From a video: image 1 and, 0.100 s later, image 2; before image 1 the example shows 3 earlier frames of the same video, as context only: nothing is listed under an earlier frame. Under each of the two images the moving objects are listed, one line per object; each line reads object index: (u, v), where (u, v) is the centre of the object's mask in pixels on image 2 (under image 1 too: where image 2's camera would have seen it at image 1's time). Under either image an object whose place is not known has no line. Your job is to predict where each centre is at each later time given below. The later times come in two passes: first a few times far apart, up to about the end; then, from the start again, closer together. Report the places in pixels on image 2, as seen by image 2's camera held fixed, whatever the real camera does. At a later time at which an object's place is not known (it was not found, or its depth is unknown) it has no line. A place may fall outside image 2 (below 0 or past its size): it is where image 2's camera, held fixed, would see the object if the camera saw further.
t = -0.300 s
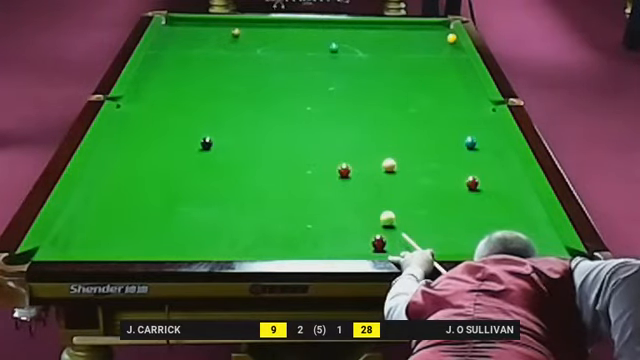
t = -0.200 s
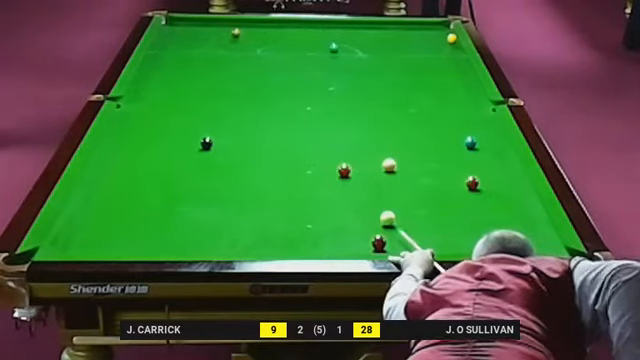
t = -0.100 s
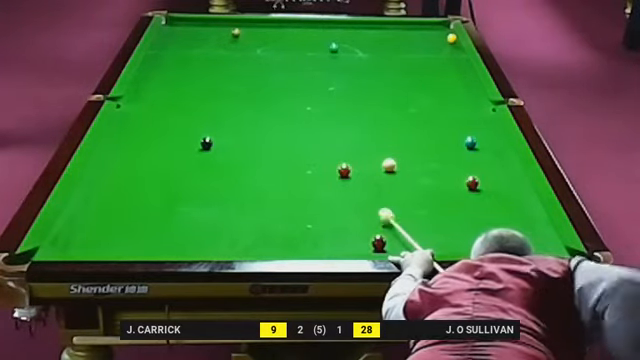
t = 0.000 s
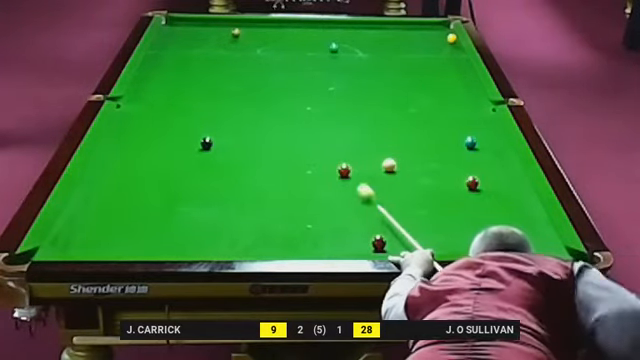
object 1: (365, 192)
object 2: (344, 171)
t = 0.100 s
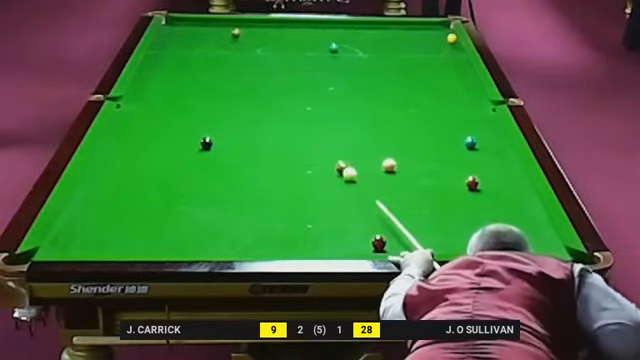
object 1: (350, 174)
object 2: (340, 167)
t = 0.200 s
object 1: (353, 172)
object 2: (323, 153)
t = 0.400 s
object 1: (354, 163)
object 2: (297, 131)
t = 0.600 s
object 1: (354, 156)
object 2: (275, 113)
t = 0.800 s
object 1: (355, 149)
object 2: (256, 97)
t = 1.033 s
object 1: (355, 141)
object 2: (235, 79)
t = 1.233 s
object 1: (355, 135)
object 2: (219, 67)
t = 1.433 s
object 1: (355, 129)
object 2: (204, 54)
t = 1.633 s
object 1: (355, 124)
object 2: (191, 43)
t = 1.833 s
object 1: (355, 120)
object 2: (179, 32)
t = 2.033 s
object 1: (355, 115)
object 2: (167, 24)
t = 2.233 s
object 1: (355, 111)
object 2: (171, 20)
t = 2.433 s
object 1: (355, 108)
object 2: (167, 25)
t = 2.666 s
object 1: (354, 104)
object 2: (168, 30)
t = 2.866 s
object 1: (354, 101)
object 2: (168, 33)
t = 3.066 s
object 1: (354, 98)
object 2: (170, 39)
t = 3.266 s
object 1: (353, 96)
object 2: (171, 43)
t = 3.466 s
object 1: (353, 94)
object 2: (172, 47)
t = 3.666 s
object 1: (353, 92)
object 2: (173, 51)
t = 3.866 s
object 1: (353, 90)
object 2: (175, 55)
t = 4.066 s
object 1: (353, 88)
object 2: (176, 59)
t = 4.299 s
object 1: (353, 87)
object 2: (177, 64)
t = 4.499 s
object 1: (353, 86)
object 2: (179, 67)
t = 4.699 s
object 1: (352, 85)
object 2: (180, 71)
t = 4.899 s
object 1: (352, 85)
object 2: (181, 74)
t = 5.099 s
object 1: (352, 85)
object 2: (182, 78)
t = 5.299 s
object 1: (352, 85)
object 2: (183, 81)
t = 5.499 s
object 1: (353, 85)
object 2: (185, 84)
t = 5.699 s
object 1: (353, 84)
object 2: (186, 87)
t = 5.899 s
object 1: (352, 85)
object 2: (187, 89)
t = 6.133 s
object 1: (352, 84)
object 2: (188, 92)
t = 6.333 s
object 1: (353, 84)
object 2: (189, 94)
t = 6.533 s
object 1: (352, 85)
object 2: (190, 96)
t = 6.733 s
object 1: (352, 85)
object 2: (191, 97)
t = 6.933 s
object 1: (352, 85)
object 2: (192, 99)
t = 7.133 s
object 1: (352, 85)
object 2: (193, 100)
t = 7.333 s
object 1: (352, 85)
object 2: (194, 101)
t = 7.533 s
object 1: (352, 85)
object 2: (194, 102)
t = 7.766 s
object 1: (352, 85)
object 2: (195, 103)
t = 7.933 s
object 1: (352, 85)
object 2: (196, 103)
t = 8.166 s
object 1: (352, 84)
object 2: (196, 103)
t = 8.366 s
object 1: (352, 84)
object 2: (196, 103)
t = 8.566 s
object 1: (352, 84)
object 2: (196, 103)
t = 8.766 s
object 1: (352, 85)
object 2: (196, 103)
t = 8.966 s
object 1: (352, 85)
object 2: (196, 103)
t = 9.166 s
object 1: (352, 85)
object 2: (196, 103)
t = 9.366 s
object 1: (352, 85)
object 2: (196, 103)
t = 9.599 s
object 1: (352, 85)
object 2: (196, 103)
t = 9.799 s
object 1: (352, 85)
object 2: (196, 103)
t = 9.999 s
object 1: (352, 85)
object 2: (196, 103)
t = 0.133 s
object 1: (351, 173)
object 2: (335, 162)
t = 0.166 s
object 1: (352, 173)
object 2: (328, 157)
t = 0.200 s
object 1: (353, 172)
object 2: (323, 153)
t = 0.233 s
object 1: (353, 171)
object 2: (318, 149)
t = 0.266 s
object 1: (353, 169)
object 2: (313, 144)
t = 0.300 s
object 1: (353, 168)
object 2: (309, 140)
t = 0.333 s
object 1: (354, 166)
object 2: (305, 137)
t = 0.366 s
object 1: (354, 165)
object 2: (301, 134)
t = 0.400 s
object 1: (354, 163)
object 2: (297, 131)
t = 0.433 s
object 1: (354, 163)
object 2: (293, 128)
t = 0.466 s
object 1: (354, 161)
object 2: (290, 124)
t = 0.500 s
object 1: (354, 160)
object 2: (286, 122)
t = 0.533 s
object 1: (354, 158)
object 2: (282, 119)
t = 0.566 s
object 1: (354, 157)
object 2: (278, 116)
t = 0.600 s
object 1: (354, 156)
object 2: (275, 113)
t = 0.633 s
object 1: (354, 155)
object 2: (272, 110)
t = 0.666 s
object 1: (354, 153)
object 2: (268, 107)
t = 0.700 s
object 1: (354, 152)
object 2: (265, 105)
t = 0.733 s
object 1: (354, 151)
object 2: (262, 102)
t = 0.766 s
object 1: (354, 150)
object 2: (258, 99)
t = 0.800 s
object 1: (355, 149)
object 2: (256, 97)
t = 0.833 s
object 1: (355, 148)
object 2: (252, 94)
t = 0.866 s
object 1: (355, 147)
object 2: (249, 91)
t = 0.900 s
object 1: (355, 145)
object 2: (246, 89)
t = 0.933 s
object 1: (355, 144)
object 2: (243, 87)
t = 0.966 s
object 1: (355, 143)
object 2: (240, 84)
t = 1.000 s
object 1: (355, 142)
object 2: (238, 82)
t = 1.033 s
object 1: (355, 141)
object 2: (235, 79)
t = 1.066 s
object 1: (355, 140)
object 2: (232, 77)
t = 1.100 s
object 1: (355, 139)
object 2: (230, 75)
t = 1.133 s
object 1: (355, 138)
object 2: (227, 73)
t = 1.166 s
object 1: (355, 137)
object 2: (224, 70)
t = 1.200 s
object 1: (355, 136)
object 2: (222, 69)
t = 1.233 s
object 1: (355, 135)
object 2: (219, 67)
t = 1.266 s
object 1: (355, 134)
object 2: (217, 64)
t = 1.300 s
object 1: (355, 133)
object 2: (214, 62)
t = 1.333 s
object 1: (355, 132)
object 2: (212, 60)
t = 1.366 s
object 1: (355, 131)
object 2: (209, 58)
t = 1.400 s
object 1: (355, 130)
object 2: (207, 56)
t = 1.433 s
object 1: (355, 129)
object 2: (204, 54)
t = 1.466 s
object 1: (355, 128)
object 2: (202, 52)
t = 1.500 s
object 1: (355, 128)
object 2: (200, 50)
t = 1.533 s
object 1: (355, 127)
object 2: (198, 48)
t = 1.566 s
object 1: (355, 126)
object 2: (195, 47)
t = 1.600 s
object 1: (355, 125)
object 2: (193, 45)
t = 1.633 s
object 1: (355, 124)
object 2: (191, 43)
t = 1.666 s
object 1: (355, 124)
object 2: (189, 41)
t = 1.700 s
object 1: (355, 123)
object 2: (187, 40)
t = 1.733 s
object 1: (355, 122)
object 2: (185, 38)
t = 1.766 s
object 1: (355, 121)
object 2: (183, 36)
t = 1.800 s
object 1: (355, 120)
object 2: (181, 35)
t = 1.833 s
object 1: (355, 120)
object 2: (179, 32)
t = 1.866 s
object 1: (355, 119)
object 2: (176, 31)
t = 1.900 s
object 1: (355, 118)
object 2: (174, 30)
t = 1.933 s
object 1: (355, 117)
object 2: (172, 28)
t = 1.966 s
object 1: (355, 117)
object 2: (171, 26)
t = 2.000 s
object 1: (355, 116)
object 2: (169, 25)
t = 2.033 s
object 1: (355, 115)
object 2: (167, 24)
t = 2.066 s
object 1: (355, 115)
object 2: (167, 22)
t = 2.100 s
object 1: (355, 114)
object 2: (169, 21)
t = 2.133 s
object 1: (355, 113)
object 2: (170, 21)
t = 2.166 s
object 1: (355, 112)
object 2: (173, 19)
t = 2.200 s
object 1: (355, 112)
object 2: (173, 19)
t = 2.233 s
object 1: (355, 111)
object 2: (171, 20)
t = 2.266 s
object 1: (355, 111)
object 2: (170, 21)
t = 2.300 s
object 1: (355, 110)
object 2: (168, 22)
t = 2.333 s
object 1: (355, 109)
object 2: (167, 22)
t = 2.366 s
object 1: (355, 109)
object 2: (167, 23)
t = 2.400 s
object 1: (355, 108)
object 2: (167, 24)
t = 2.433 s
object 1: (355, 108)
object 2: (167, 25)
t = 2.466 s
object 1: (355, 107)
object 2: (167, 26)
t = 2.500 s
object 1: (354, 106)
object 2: (167, 26)
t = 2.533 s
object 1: (354, 106)
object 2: (167, 27)
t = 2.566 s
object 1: (354, 105)
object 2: (167, 28)
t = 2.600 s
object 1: (355, 105)
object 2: (168, 28)
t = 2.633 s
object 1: (354, 104)
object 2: (168, 29)
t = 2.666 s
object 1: (354, 104)
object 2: (168, 30)
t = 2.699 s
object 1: (354, 103)
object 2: (168, 30)
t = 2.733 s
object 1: (354, 103)
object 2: (168, 31)
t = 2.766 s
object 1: (354, 102)
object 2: (168, 32)
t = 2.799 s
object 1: (354, 102)
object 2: (168, 32)
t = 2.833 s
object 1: (354, 102)
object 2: (168, 33)
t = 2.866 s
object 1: (354, 101)
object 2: (168, 33)
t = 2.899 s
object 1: (354, 100)
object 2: (169, 35)
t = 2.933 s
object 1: (354, 100)
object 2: (169, 36)
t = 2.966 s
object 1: (354, 99)
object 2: (169, 36)
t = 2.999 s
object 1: (354, 99)
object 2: (170, 37)
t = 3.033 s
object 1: (354, 99)
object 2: (170, 38)
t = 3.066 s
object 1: (354, 98)
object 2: (170, 39)
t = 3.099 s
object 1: (354, 98)
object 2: (170, 39)
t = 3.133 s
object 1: (354, 98)
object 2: (170, 40)
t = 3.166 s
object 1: (354, 97)
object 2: (170, 41)
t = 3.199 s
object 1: (354, 97)
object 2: (171, 41)
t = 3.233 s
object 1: (353, 96)
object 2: (171, 42)
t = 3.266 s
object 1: (353, 96)
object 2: (171, 43)
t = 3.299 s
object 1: (353, 95)
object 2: (171, 44)
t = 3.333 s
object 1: (353, 95)
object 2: (171, 44)
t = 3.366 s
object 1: (353, 95)
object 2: (172, 45)
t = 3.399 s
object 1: (353, 94)
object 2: (172, 46)
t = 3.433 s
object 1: (353, 94)
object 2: (172, 46)
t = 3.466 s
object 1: (353, 94)
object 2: (172, 47)
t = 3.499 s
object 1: (353, 93)
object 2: (172, 48)
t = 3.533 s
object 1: (353, 93)
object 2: (172, 49)
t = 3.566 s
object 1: (353, 92)
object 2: (173, 49)
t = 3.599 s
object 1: (353, 92)
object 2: (173, 50)
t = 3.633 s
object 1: (353, 92)
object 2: (173, 50)
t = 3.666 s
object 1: (353, 92)
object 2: (173, 51)
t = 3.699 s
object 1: (353, 91)
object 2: (173, 52)
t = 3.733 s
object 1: (353, 91)
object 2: (174, 53)
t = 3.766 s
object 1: (353, 91)
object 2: (174, 53)
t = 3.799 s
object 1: (353, 90)
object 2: (174, 53)
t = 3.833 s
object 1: (353, 90)
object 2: (174, 54)
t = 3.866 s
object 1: (353, 90)
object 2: (175, 55)
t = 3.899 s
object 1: (353, 90)
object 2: (175, 56)
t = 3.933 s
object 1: (353, 89)
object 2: (175, 57)
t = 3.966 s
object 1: (353, 89)
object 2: (175, 57)
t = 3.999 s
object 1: (353, 89)
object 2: (175, 58)
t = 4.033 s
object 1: (353, 89)
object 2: (176, 59)
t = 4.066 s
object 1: (353, 88)
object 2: (176, 59)
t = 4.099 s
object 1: (353, 88)
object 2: (176, 60)
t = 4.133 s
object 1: (353, 88)
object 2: (176, 61)
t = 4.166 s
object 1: (353, 88)
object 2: (176, 61)
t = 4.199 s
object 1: (353, 88)
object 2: (177, 62)
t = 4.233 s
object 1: (353, 87)
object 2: (177, 63)
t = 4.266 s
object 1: (353, 87)
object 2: (177, 63)
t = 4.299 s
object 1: (353, 87)
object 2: (177, 64)
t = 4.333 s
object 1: (353, 87)
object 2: (178, 64)
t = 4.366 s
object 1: (353, 87)
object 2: (178, 65)
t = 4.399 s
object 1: (353, 87)
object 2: (178, 66)
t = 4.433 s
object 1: (353, 86)
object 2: (178, 67)
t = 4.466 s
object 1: (353, 86)
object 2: (178, 67)
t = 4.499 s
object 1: (353, 86)
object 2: (179, 67)
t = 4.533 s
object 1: (352, 86)
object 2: (179, 68)
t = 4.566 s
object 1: (352, 86)
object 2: (179, 69)
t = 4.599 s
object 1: (352, 86)
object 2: (179, 69)
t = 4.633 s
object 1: (352, 86)
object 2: (179, 70)
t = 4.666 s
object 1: (352, 86)
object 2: (180, 70)
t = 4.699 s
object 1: (352, 85)
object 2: (180, 71)
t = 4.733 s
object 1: (352, 85)
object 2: (180, 72)
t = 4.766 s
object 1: (352, 85)
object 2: (180, 72)
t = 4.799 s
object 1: (352, 85)
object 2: (180, 73)
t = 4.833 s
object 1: (352, 85)
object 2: (181, 73)
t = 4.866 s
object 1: (352, 85)
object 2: (181, 74)
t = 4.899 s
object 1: (352, 85)
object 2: (181, 74)
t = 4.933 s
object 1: (352, 85)
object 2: (181, 75)
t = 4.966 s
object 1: (352, 85)
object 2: (181, 76)
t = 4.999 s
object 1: (352, 85)
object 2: (181, 76)
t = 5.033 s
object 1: (352, 85)
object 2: (182, 77)
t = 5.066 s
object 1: (352, 85)
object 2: (182, 77)
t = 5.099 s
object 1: (352, 85)
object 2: (182, 78)
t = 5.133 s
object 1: (352, 85)
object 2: (182, 78)
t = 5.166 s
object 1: (352, 85)
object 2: (183, 79)
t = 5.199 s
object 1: (352, 85)
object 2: (183, 79)
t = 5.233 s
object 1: (353, 85)
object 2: (183, 80)
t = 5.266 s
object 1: (352, 85)
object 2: (183, 80)
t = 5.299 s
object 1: (352, 85)
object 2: (183, 81)
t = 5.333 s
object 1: (352, 85)
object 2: (184, 82)
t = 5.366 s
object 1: (353, 85)
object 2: (184, 82)
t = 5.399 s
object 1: (353, 85)
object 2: (184, 83)
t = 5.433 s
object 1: (353, 85)
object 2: (184, 83)
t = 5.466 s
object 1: (353, 85)
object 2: (184, 84)
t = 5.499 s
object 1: (353, 85)
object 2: (185, 84)
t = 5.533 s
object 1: (353, 85)
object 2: (185, 84)
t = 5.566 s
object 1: (352, 85)
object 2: (185, 85)
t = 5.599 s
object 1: (352, 85)
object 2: (185, 85)
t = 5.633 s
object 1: (353, 84)
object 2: (185, 86)
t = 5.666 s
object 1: (353, 85)
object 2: (186, 86)
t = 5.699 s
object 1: (353, 84)
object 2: (186, 87)
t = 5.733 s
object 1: (352, 84)
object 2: (186, 87)
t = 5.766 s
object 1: (352, 85)
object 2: (186, 87)
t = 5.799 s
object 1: (352, 85)
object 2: (186, 88)
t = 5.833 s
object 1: (352, 85)
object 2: (187, 88)
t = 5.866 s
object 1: (353, 85)
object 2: (187, 89)
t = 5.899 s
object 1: (352, 85)
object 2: (187, 89)
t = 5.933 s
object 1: (352, 85)
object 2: (187, 89)
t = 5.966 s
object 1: (353, 84)
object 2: (187, 90)
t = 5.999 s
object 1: (353, 84)
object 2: (187, 90)
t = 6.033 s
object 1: (352, 84)
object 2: (188, 90)
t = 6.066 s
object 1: (352, 84)
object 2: (188, 91)
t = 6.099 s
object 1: (352, 84)
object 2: (188, 91)
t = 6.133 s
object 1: (352, 84)
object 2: (188, 92)
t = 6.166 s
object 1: (352, 85)
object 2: (188, 92)
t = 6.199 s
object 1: (353, 84)
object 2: (188, 92)
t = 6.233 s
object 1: (352, 85)
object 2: (189, 93)
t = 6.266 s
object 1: (352, 85)
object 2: (189, 93)
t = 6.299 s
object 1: (352, 85)
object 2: (189, 94)
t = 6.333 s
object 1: (353, 84)
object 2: (189, 94)
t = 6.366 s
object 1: (352, 84)
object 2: (189, 94)
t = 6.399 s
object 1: (352, 85)
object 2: (189, 94)
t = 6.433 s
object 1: (352, 85)
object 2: (189, 95)
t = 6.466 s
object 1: (352, 85)
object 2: (190, 95)
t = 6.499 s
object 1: (352, 85)
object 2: (190, 95)
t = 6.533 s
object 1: (352, 85)
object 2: (190, 96)
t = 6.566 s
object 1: (352, 85)
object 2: (190, 96)
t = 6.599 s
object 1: (352, 85)
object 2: (191, 96)
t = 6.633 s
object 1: (352, 85)
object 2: (191, 97)
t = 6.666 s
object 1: (352, 85)
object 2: (191, 97)
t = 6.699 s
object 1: (352, 85)
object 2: (191, 97)
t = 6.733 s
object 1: (352, 85)
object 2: (191, 97)
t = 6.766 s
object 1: (352, 85)
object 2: (191, 98)
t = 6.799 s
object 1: (352, 85)
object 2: (191, 98)
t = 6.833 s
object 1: (352, 85)
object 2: (192, 98)
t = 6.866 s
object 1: (352, 85)
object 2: (192, 98)
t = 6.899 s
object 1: (352, 85)
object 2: (192, 99)
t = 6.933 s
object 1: (352, 85)
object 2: (192, 99)
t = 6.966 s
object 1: (352, 85)
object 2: (192, 99)
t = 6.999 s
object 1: (352, 85)
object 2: (192, 99)
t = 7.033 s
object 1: (352, 85)
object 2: (192, 100)
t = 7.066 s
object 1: (352, 85)
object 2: (192, 100)
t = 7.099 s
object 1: (352, 85)
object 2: (193, 100)
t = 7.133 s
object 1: (352, 85)
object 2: (193, 100)
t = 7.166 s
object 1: (352, 85)
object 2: (193, 100)
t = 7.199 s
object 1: (352, 85)
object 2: (193, 101)
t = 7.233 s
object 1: (352, 85)
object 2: (193, 101)
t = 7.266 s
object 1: (352, 85)
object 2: (193, 101)
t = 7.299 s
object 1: (352, 85)
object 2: (193, 101)
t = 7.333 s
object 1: (352, 85)
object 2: (194, 101)
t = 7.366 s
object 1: (352, 85)
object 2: (194, 101)
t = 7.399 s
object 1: (352, 85)
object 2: (194, 102)
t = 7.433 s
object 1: (352, 85)
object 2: (194, 102)
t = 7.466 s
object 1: (352, 85)
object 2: (194, 102)
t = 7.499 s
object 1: (352, 85)
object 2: (194, 102)
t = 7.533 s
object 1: (352, 85)
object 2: (194, 102)
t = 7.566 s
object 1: (352, 85)
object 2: (195, 102)
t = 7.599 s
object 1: (352, 84)
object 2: (195, 102)
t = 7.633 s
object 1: (352, 85)
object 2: (195, 102)
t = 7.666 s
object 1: (352, 85)
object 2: (195, 102)
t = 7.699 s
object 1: (352, 85)
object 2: (195, 102)
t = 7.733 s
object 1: (352, 85)
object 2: (195, 102)
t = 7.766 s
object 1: (352, 85)
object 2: (195, 103)
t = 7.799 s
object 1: (352, 85)
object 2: (196, 102)
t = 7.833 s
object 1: (352, 84)
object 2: (196, 103)
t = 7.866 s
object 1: (352, 85)
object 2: (196, 103)
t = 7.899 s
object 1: (352, 85)
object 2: (196, 103)
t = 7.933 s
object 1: (352, 85)
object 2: (196, 103)
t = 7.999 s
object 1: (352, 85)
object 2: (196, 103)
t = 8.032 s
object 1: (352, 85)
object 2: (196, 103)
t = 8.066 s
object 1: (352, 85)
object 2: (196, 103)
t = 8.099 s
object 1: (352, 85)
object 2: (196, 103)
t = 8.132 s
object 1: (352, 85)
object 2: (196, 103)
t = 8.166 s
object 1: (352, 84)
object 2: (196, 103)
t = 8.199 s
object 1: (352, 85)
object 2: (196, 103)
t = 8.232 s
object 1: (352, 85)
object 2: (196, 103)
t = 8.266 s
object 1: (352, 85)
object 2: (196, 103)
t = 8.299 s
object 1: (352, 85)
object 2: (196, 103)
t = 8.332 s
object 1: (352, 84)
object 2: (196, 103)
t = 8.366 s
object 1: (352, 84)
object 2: (196, 103)
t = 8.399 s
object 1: (352, 85)
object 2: (196, 103)
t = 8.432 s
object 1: (352, 84)
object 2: (196, 103)
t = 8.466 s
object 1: (352, 84)
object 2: (196, 103)
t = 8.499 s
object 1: (352, 85)
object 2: (196, 103)
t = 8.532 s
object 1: (352, 85)
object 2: (196, 103)
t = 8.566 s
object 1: (352, 84)
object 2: (196, 103)
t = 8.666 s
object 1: (352, 84)
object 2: (196, 103)
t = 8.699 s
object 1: (352, 85)
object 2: (196, 103)
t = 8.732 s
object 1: (352, 85)
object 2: (196, 103)
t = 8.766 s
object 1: (352, 85)
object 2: (196, 103)
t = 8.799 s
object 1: (352, 85)
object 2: (196, 103)
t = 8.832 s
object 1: (352, 85)
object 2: (196, 103)
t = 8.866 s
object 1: (352, 85)
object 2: (196, 103)
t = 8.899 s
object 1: (352, 85)
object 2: (196, 103)
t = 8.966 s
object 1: (352, 85)
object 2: (196, 103)
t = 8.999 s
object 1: (352, 85)
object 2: (196, 103)
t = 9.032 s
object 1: (352, 85)
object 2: (196, 103)
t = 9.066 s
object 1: (352, 85)
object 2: (196, 103)
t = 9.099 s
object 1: (352, 85)
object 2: (196, 103)
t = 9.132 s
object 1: (352, 85)
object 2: (196, 103)
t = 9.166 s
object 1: (352, 85)
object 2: (196, 103)
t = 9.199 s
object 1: (352, 85)
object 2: (196, 103)
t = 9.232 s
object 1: (352, 85)
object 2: (196, 103)
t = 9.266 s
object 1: (352, 85)
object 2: (196, 103)
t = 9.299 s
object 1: (352, 84)
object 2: (196, 103)
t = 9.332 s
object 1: (352, 85)
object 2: (196, 103)
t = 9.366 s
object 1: (352, 85)
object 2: (196, 103)
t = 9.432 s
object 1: (352, 85)
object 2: (196, 103)
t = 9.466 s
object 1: (352, 85)
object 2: (196, 103)
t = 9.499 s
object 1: (352, 85)
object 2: (196, 103)
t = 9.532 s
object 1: (352, 84)
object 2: (196, 103)
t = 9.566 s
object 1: (352, 85)
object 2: (196, 103)
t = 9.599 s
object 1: (352, 85)
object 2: (196, 103)
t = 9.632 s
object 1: (352, 85)
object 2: (196, 103)
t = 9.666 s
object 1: (352, 85)
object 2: (196, 103)
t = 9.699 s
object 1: (352, 85)
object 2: (196, 103)
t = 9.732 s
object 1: (352, 85)
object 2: (196, 103)
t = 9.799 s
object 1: (352, 85)
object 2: (196, 103)
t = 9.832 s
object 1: (352, 85)
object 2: (196, 103)
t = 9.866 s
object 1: (352, 85)
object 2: (196, 103)
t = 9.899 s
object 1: (352, 85)
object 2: (196, 103)
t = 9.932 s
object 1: (352, 85)
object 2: (196, 103)
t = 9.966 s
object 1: (352, 85)
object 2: (196, 103)
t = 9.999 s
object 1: (352, 85)
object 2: (196, 103)
